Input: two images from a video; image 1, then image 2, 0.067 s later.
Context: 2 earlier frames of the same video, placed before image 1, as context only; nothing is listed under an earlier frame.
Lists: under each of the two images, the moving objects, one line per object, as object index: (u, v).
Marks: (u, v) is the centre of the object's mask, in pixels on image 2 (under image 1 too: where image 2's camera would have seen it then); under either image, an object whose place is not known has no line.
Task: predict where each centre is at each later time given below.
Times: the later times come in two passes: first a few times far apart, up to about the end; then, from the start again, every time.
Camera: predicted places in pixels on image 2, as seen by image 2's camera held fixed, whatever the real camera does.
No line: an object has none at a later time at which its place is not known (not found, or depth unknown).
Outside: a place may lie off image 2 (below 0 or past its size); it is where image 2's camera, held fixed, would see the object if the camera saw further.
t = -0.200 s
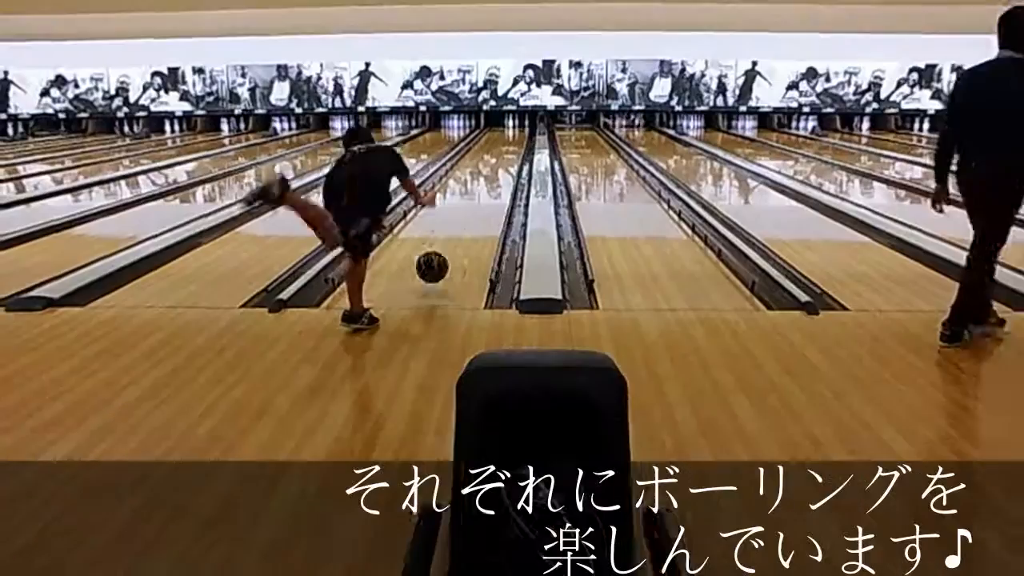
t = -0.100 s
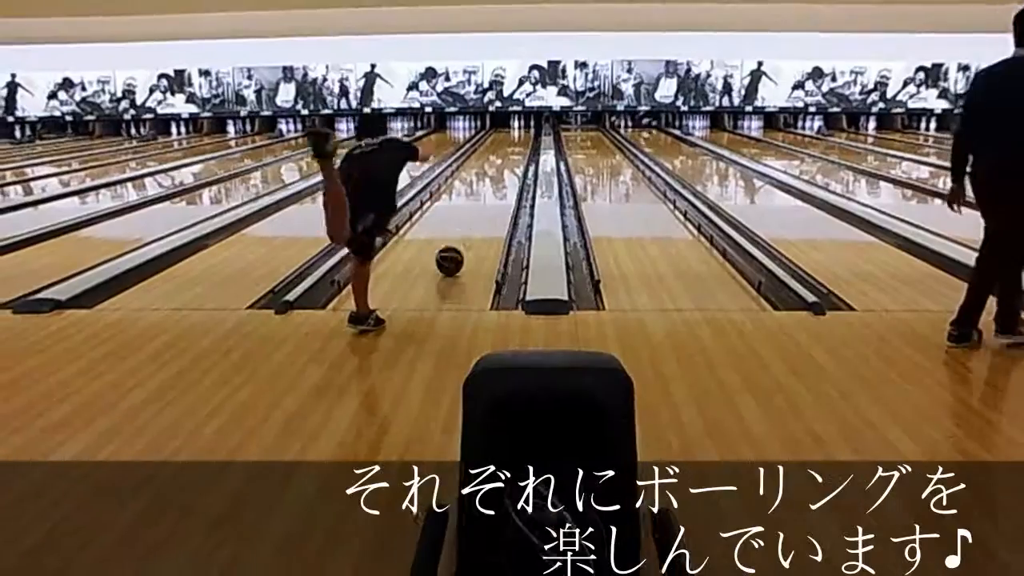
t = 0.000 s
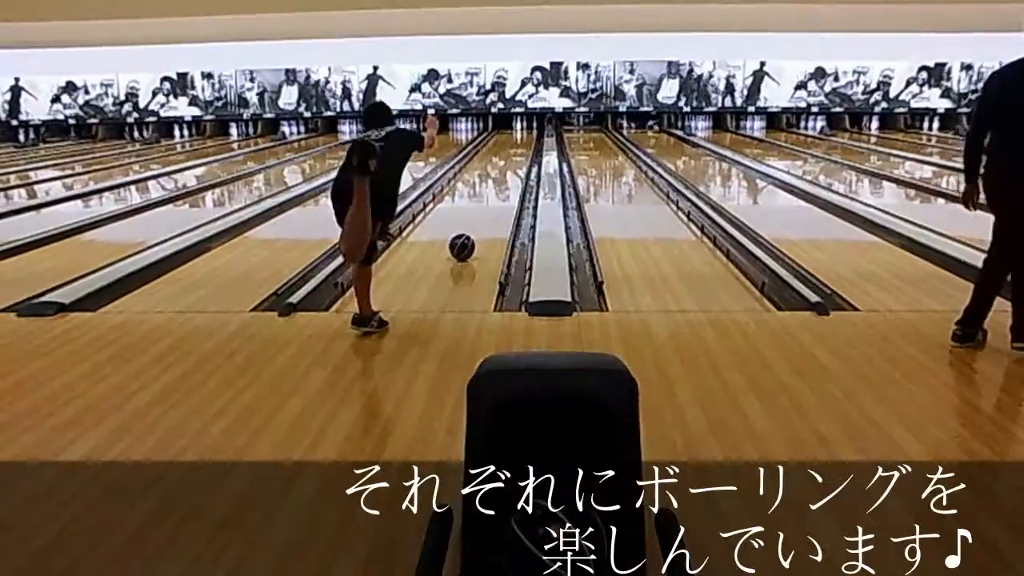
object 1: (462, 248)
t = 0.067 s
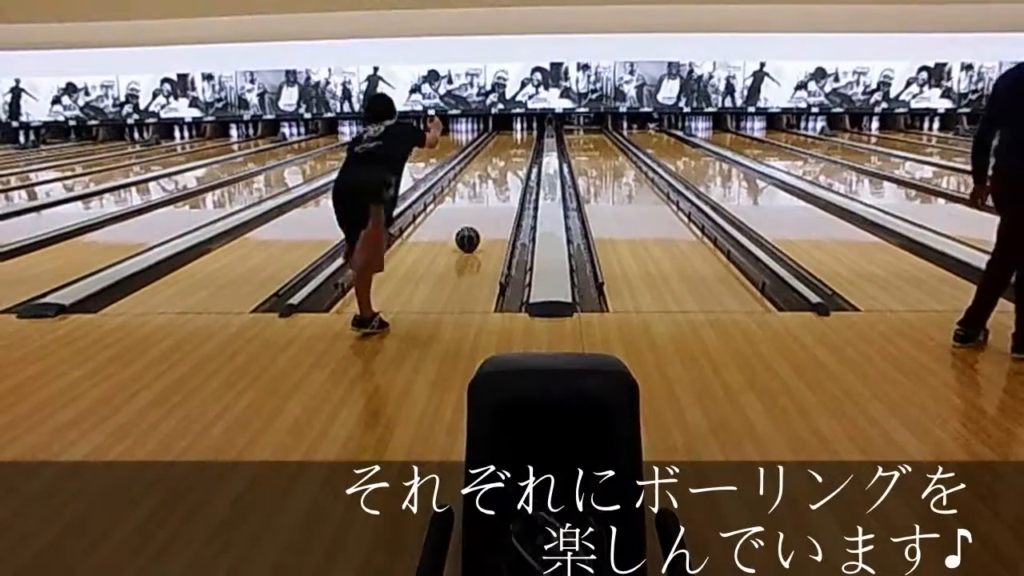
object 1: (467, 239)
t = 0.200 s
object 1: (476, 225)
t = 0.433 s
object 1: (488, 204)
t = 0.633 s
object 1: (496, 191)
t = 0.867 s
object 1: (504, 179)
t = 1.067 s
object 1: (509, 170)
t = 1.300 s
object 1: (514, 162)
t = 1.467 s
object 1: (516, 157)
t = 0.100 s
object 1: (470, 235)
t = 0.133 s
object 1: (472, 232)
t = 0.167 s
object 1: (474, 228)
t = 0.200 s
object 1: (476, 225)
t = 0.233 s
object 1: (478, 221)
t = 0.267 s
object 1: (480, 218)
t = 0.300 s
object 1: (481, 215)
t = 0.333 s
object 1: (483, 212)
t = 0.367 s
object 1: (485, 209)
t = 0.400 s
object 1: (487, 207)
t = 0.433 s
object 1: (488, 204)
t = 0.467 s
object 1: (490, 202)
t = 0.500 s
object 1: (491, 199)
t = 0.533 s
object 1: (493, 197)
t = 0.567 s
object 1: (494, 195)
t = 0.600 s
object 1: (495, 193)
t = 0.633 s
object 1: (496, 191)
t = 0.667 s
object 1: (498, 189)
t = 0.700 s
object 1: (499, 187)
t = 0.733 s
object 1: (500, 185)
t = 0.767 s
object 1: (501, 184)
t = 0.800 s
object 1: (502, 182)
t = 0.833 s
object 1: (503, 180)
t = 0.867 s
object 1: (504, 179)
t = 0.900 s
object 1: (505, 177)
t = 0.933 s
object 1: (505, 176)
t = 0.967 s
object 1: (507, 175)
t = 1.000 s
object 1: (508, 173)
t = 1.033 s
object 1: (508, 172)
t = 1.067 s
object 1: (509, 170)
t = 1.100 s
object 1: (510, 169)
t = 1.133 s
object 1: (511, 168)
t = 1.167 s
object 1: (511, 168)
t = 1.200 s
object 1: (512, 167)
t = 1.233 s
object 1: (513, 165)
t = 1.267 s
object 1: (513, 163)
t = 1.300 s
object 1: (514, 162)
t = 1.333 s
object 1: (515, 161)
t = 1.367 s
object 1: (515, 159)
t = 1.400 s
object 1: (516, 158)
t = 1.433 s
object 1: (516, 158)
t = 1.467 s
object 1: (516, 157)
